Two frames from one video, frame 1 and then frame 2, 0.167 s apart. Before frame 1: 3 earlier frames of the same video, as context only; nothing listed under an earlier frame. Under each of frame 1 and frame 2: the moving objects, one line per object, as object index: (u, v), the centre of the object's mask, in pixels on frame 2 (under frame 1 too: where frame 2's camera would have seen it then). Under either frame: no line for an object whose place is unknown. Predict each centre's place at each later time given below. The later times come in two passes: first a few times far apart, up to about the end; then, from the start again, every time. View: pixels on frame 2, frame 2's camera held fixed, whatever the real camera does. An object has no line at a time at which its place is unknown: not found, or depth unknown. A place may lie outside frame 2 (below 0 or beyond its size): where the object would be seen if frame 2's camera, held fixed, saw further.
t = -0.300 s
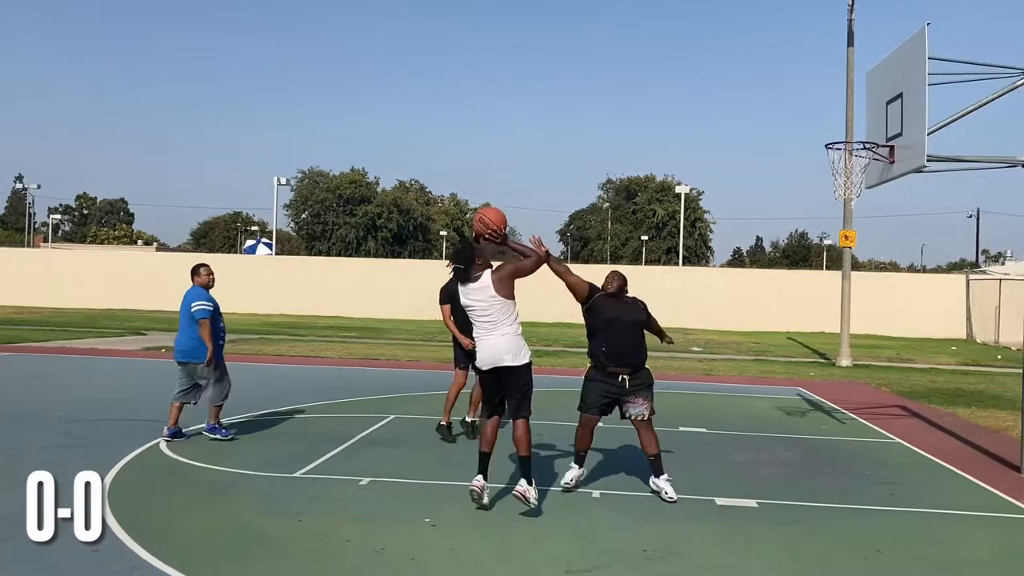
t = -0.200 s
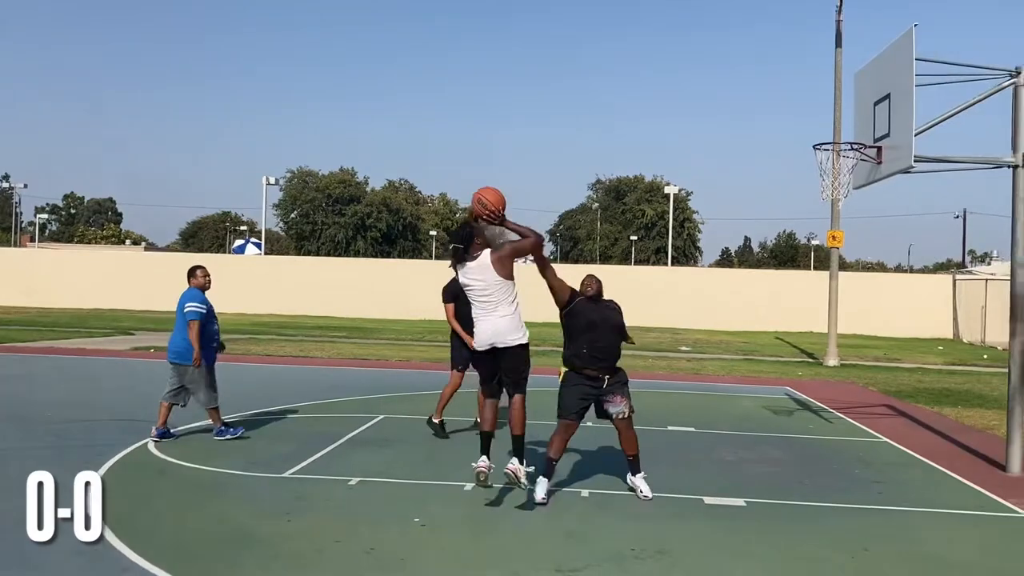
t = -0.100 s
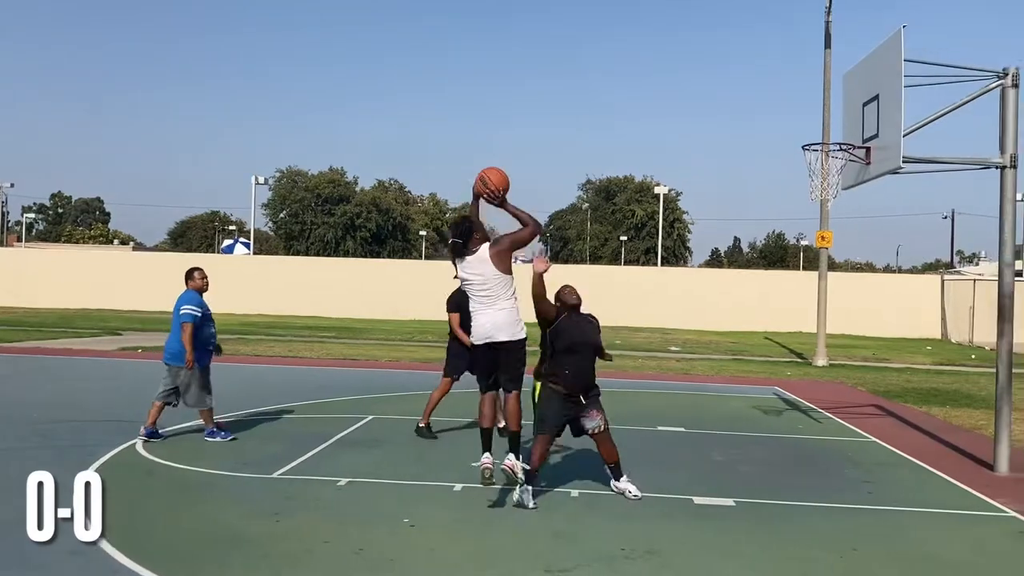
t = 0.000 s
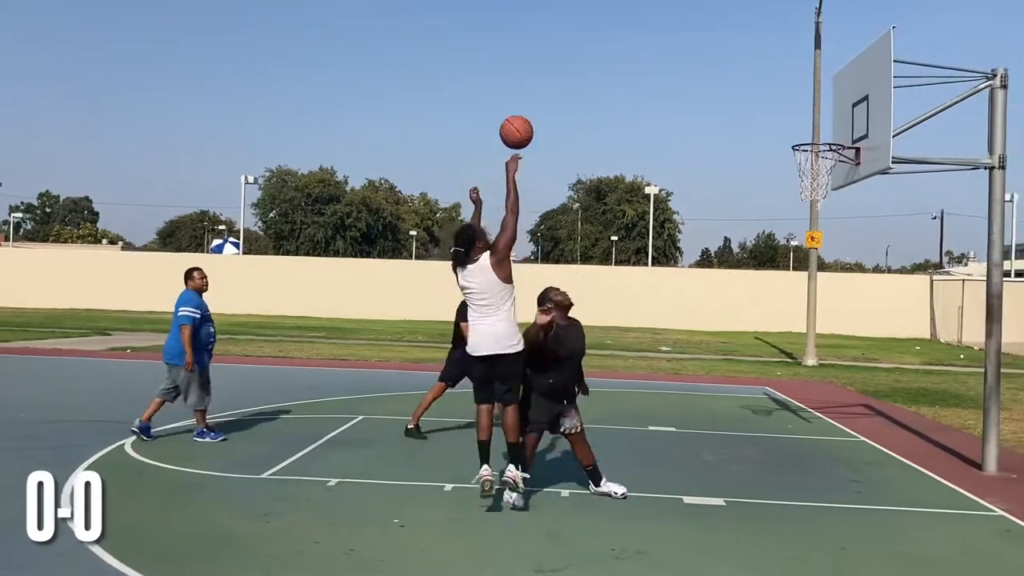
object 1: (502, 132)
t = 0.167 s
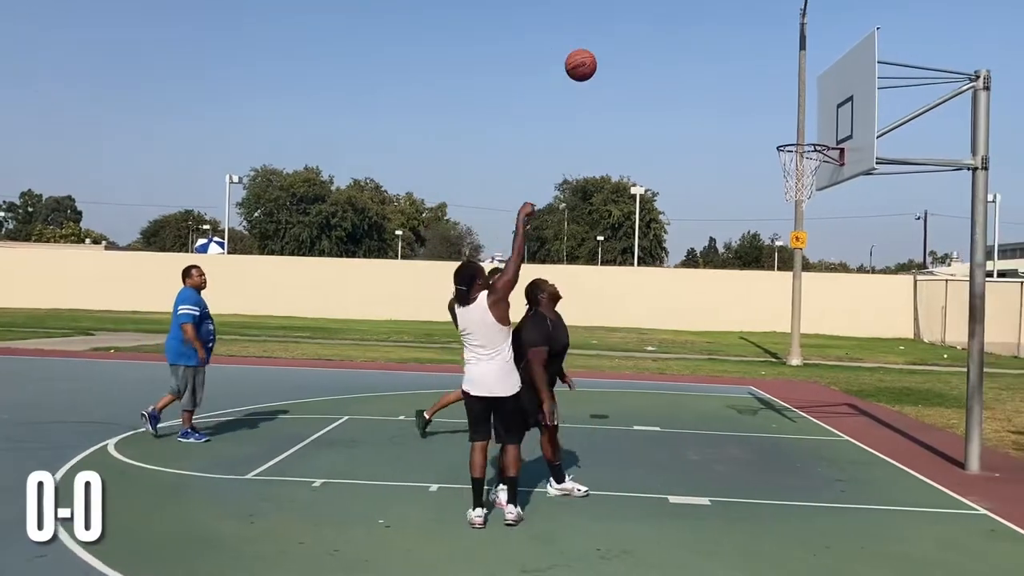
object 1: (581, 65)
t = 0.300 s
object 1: (636, 41)
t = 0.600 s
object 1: (739, 66)
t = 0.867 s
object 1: (802, 129)
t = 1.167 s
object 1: (820, 133)
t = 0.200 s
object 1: (595, 57)
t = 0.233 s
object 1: (609, 50)
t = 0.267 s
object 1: (622, 45)
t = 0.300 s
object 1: (636, 41)
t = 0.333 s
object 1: (648, 39)
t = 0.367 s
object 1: (661, 38)
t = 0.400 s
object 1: (673, 38)
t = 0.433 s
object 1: (685, 40)
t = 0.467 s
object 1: (696, 43)
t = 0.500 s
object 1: (707, 47)
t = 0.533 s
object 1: (718, 52)
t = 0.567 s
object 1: (728, 59)
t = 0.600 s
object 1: (739, 66)
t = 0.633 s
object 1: (749, 74)
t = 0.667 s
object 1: (759, 84)
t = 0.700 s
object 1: (768, 94)
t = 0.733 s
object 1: (777, 106)
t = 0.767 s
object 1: (786, 118)
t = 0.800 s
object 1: (795, 132)
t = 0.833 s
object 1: (799, 134)
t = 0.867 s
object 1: (802, 129)
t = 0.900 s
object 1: (804, 125)
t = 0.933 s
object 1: (806, 122)
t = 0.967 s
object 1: (808, 119)
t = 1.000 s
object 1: (810, 118)
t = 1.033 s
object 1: (812, 119)
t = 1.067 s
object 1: (814, 120)
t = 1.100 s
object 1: (816, 123)
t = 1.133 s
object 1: (818, 127)
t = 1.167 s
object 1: (820, 133)
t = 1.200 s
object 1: (821, 141)
